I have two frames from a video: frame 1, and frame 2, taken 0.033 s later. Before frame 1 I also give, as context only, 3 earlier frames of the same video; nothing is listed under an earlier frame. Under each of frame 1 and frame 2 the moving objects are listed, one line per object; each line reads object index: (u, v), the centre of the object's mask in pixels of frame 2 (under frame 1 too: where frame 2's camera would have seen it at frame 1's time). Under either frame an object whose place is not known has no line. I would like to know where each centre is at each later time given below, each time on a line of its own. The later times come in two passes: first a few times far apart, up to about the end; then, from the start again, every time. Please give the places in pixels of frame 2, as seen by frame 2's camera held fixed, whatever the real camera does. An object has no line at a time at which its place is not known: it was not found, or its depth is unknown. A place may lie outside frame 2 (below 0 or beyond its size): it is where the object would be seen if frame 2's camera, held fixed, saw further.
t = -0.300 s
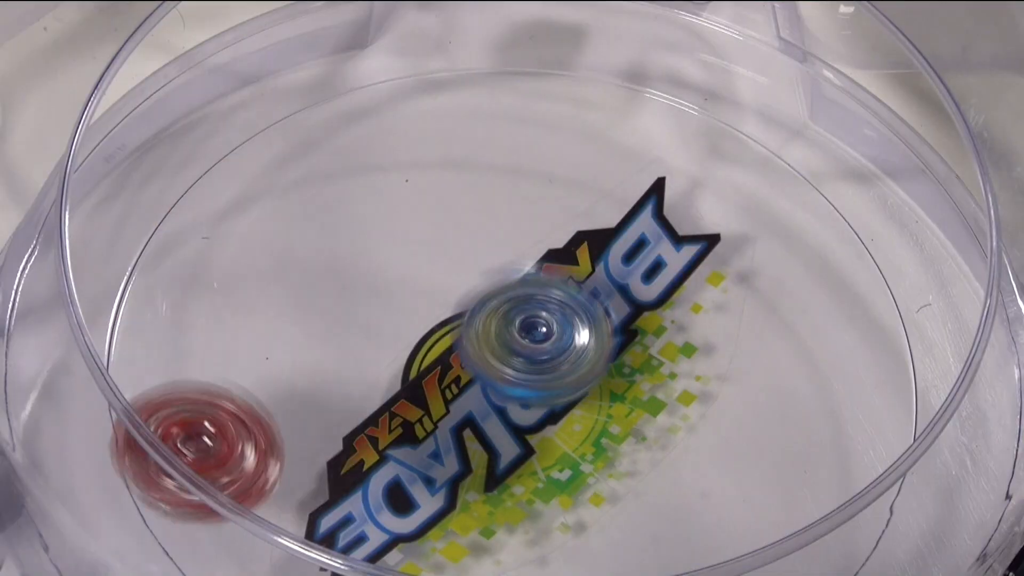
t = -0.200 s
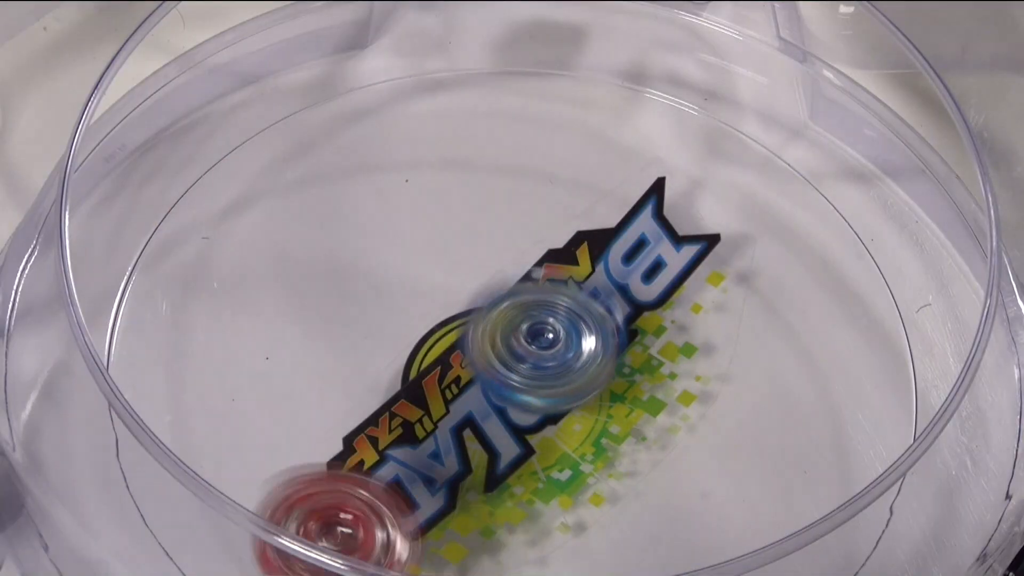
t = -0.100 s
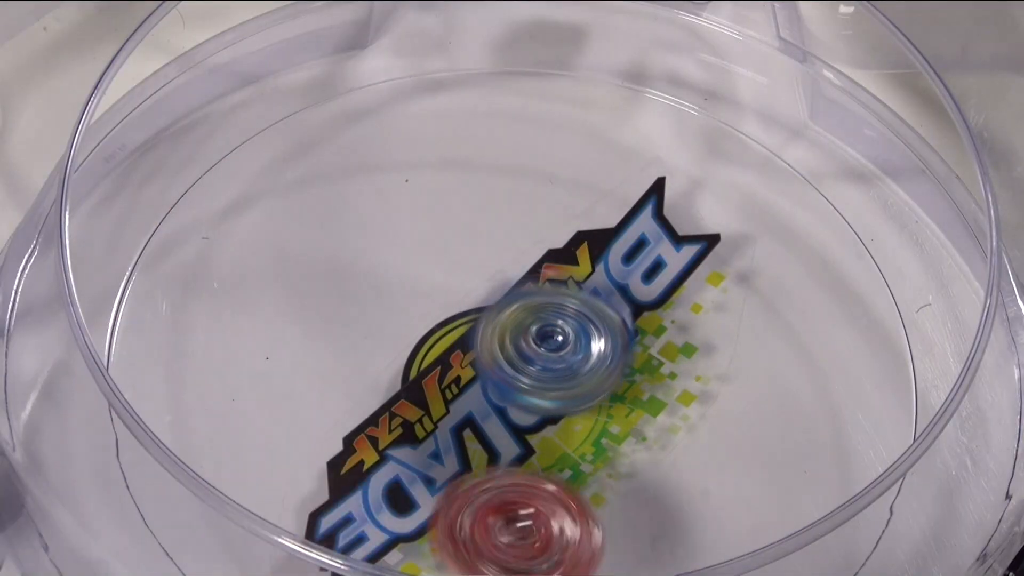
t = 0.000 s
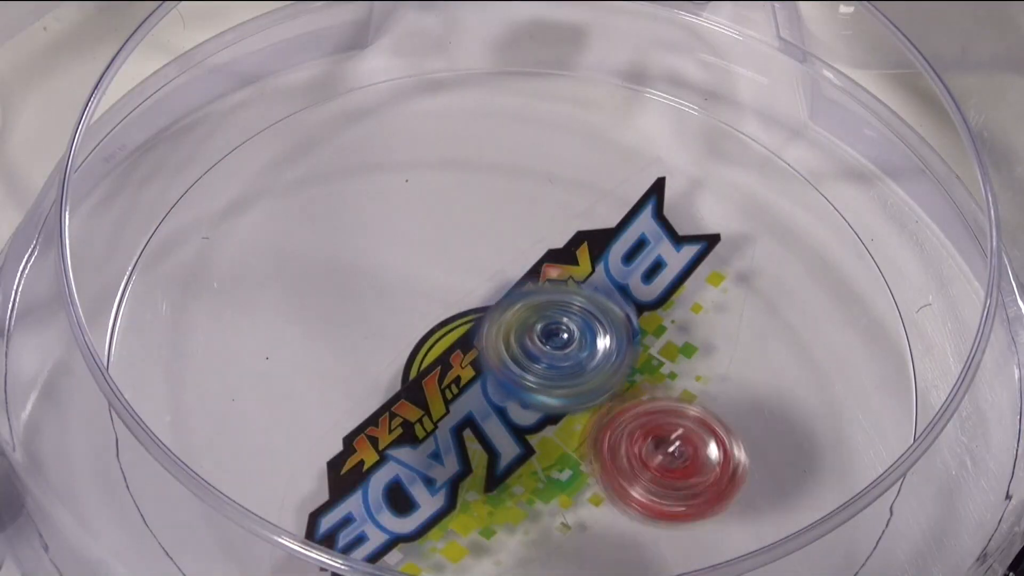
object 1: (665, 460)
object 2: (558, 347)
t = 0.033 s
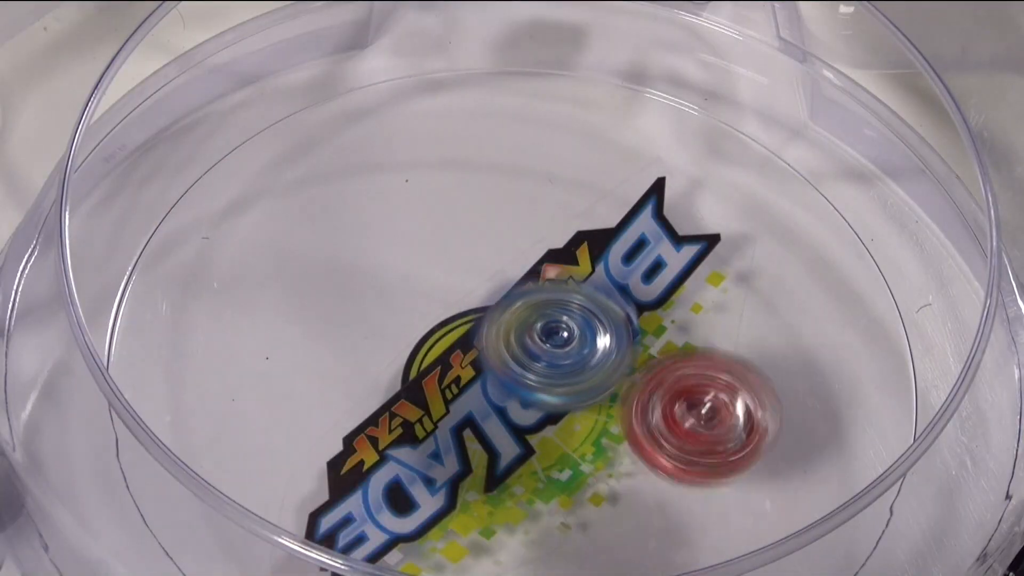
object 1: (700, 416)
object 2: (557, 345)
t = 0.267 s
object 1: (661, 133)
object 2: (541, 349)
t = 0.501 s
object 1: (372, 119)
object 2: (556, 367)
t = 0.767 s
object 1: (364, 445)
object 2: (548, 348)
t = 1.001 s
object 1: (711, 508)
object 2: (536, 364)
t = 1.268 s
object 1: (780, 261)
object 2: (556, 354)
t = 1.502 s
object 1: (461, 201)
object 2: (531, 345)
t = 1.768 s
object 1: (259, 425)
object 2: (548, 364)
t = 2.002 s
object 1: (479, 542)
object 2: (557, 345)
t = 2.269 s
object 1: (713, 365)
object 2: (516, 346)
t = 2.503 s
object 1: (690, 157)
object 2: (402, 323)
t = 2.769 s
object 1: (465, 188)
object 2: (371, 311)
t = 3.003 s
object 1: (598, 236)
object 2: (230, 417)
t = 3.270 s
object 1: (687, 341)
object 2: (319, 432)
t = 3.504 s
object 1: (664, 439)
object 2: (439, 479)
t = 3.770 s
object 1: (651, 484)
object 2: (358, 440)
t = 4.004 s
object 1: (588, 435)
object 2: (389, 366)
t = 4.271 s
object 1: (497, 371)
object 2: (390, 325)
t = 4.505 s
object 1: (557, 382)
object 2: (401, 324)
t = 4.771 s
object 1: (588, 383)
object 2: (401, 324)
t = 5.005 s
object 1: (592, 379)
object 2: (401, 324)
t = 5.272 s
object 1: (553, 339)
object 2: (401, 324)
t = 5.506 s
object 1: (542, 309)
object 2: (401, 324)
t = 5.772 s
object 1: (536, 309)
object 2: (401, 324)
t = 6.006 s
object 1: (521, 332)
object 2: (397, 323)
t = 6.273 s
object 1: (533, 384)
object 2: (398, 322)
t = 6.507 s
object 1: (534, 400)
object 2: (399, 322)
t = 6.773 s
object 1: (549, 393)
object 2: (399, 322)
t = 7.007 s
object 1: (574, 357)
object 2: (399, 322)
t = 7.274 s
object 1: (591, 345)
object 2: (399, 322)
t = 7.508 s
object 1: (590, 335)
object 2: (399, 322)
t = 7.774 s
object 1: (537, 325)
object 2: (399, 322)
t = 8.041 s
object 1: (523, 316)
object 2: (399, 323)
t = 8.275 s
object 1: (520, 320)
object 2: (396, 321)
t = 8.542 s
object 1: (562, 379)
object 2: (397, 321)
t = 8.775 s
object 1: (565, 408)
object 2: (396, 321)
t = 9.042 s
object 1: (535, 381)
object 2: (395, 320)
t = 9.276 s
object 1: (532, 332)
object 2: (396, 321)
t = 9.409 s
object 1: (550, 311)
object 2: (396, 321)
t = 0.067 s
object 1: (721, 378)
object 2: (557, 342)
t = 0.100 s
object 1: (731, 335)
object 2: (552, 342)
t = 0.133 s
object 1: (736, 288)
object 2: (550, 342)
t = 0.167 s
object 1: (728, 245)
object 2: (547, 343)
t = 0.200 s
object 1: (713, 199)
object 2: (545, 344)
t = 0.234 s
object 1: (690, 164)
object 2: (542, 345)
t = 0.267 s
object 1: (661, 133)
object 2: (541, 349)
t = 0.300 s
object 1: (624, 107)
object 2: (540, 355)
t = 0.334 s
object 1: (583, 88)
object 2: (541, 357)
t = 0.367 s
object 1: (541, 77)
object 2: (541, 361)
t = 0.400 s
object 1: (495, 74)
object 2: (546, 364)
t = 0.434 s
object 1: (454, 82)
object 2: (550, 365)
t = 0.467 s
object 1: (408, 98)
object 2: (554, 367)
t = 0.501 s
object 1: (372, 119)
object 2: (556, 367)
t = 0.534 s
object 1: (340, 151)
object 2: (559, 366)
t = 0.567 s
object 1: (317, 186)
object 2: (561, 364)
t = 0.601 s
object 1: (307, 228)
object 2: (561, 360)
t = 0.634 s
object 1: (297, 269)
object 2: (560, 357)
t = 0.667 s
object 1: (301, 312)
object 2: (558, 354)
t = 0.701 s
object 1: (308, 357)
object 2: (554, 349)
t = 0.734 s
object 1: (332, 400)
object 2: (552, 349)
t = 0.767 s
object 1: (364, 445)
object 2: (548, 348)
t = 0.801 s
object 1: (403, 478)
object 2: (542, 348)
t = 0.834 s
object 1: (452, 504)
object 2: (539, 353)
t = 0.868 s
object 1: (501, 517)
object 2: (536, 352)
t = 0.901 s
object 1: (556, 521)
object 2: (534, 356)
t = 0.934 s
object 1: (620, 526)
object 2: (533, 359)
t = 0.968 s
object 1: (666, 523)
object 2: (535, 361)
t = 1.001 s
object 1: (711, 508)
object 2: (536, 364)
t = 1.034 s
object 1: (759, 488)
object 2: (540, 365)
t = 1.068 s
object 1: (792, 465)
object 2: (542, 367)
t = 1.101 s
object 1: (817, 435)
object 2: (547, 367)
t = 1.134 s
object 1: (830, 397)
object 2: (549, 369)
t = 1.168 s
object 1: (834, 359)
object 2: (554, 366)
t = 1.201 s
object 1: (827, 325)
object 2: (555, 363)
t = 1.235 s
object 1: (808, 292)
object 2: (557, 360)
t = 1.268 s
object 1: (780, 261)
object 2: (556, 354)
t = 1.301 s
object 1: (746, 235)
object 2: (554, 350)
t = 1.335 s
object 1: (703, 215)
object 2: (554, 348)
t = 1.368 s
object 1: (658, 201)
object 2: (549, 344)
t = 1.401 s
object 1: (610, 190)
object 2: (544, 343)
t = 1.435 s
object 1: (558, 187)
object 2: (540, 343)
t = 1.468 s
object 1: (508, 191)
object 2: (537, 343)
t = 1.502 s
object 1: (461, 201)
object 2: (531, 345)
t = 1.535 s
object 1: (416, 219)
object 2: (531, 349)
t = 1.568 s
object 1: (375, 241)
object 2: (530, 353)
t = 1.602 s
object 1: (339, 263)
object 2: (531, 356)
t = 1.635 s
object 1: (309, 289)
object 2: (532, 358)
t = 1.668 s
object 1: (283, 320)
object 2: (535, 361)
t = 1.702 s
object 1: (263, 353)
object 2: (538, 364)
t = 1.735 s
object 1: (256, 387)
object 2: (543, 364)
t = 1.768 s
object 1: (259, 425)
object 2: (548, 364)
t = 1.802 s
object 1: (273, 458)
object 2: (550, 364)
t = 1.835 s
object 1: (295, 483)
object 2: (554, 364)
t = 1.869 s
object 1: (324, 504)
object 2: (558, 362)
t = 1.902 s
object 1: (366, 525)
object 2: (559, 358)
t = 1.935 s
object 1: (405, 538)
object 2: (559, 353)
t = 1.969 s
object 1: (442, 544)
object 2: (558, 349)
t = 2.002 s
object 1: (479, 542)
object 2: (557, 345)
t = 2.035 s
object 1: (520, 539)
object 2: (553, 342)
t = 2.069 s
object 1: (558, 529)
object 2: (548, 342)
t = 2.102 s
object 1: (601, 516)
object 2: (545, 340)
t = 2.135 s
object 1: (640, 497)
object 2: (540, 342)
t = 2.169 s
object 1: (668, 468)
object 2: (537, 345)
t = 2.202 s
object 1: (687, 435)
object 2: (535, 347)
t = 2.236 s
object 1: (695, 398)
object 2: (533, 349)
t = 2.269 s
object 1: (713, 365)
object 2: (516, 346)
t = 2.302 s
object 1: (732, 333)
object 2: (486, 338)
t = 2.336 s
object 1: (742, 298)
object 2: (466, 332)
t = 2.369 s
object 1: (746, 264)
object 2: (450, 329)
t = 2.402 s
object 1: (740, 231)
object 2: (437, 328)
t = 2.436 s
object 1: (728, 202)
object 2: (422, 326)
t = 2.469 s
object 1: (710, 177)
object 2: (409, 324)
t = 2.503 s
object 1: (690, 157)
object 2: (402, 323)
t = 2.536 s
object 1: (664, 143)
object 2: (392, 320)
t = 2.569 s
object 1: (636, 135)
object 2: (383, 320)
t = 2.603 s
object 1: (607, 131)
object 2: (375, 314)
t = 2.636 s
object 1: (578, 134)
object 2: (369, 315)
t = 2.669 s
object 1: (549, 140)
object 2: (368, 312)
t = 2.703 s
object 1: (520, 150)
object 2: (366, 310)
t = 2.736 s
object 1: (492, 167)
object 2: (371, 310)
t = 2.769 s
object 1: (465, 188)
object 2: (371, 311)
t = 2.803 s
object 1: (468, 208)
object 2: (350, 327)
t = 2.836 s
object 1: (501, 204)
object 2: (302, 364)
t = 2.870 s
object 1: (527, 208)
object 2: (265, 382)
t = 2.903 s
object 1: (547, 214)
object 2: (244, 406)
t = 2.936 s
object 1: (565, 219)
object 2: (233, 412)
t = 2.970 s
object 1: (581, 226)
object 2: (229, 416)
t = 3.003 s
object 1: (598, 236)
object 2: (230, 417)
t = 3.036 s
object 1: (615, 245)
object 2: (232, 416)
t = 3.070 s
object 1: (629, 252)
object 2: (236, 415)
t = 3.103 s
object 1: (640, 268)
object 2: (248, 417)
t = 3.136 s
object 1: (653, 281)
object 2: (259, 420)
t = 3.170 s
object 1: (665, 296)
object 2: (269, 423)
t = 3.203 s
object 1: (672, 311)
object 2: (284, 426)
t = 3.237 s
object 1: (679, 327)
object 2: (301, 430)
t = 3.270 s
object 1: (687, 341)
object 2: (319, 432)
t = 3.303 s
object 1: (685, 356)
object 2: (344, 438)
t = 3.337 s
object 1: (689, 373)
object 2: (366, 444)
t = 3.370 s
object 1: (691, 387)
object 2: (386, 453)
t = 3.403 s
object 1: (685, 402)
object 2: (405, 456)
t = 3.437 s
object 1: (684, 417)
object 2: (419, 464)
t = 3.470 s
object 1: (679, 427)
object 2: (431, 473)
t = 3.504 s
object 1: (664, 439)
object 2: (439, 479)
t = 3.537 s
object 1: (653, 450)
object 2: (441, 481)
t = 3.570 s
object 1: (641, 458)
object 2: (447, 485)
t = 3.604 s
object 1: (625, 467)
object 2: (454, 489)
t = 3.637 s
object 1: (643, 478)
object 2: (426, 488)
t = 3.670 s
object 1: (652, 486)
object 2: (400, 479)
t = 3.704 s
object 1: (653, 486)
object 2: (379, 462)
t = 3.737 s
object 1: (655, 487)
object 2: (366, 456)
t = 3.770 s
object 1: (651, 484)
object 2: (358, 440)
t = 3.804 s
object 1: (654, 480)
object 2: (358, 428)
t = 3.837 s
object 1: (654, 480)
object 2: (359, 415)
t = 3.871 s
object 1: (645, 473)
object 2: (362, 403)
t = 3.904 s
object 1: (640, 468)
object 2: (369, 393)
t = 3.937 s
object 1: (622, 460)
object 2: (376, 384)
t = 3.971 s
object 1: (606, 445)
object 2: (383, 375)
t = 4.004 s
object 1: (588, 435)
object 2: (389, 366)
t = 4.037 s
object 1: (562, 418)
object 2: (396, 358)
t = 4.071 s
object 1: (542, 404)
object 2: (400, 349)
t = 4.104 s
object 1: (518, 390)
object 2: (396, 341)
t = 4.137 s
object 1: (503, 378)
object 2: (394, 338)
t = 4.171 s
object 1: (501, 372)
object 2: (386, 340)
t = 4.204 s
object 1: (501, 372)
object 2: (383, 337)
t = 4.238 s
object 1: (499, 375)
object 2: (386, 331)
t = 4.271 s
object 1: (497, 371)
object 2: (390, 325)
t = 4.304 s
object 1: (507, 376)
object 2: (393, 319)
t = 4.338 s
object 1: (513, 378)
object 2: (394, 317)
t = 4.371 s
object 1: (518, 378)
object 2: (396, 319)
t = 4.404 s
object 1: (529, 378)
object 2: (399, 323)
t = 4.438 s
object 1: (538, 379)
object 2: (400, 324)
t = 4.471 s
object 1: (549, 382)
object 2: (401, 324)
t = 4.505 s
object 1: (557, 382)
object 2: (401, 324)
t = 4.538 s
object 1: (564, 383)
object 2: (401, 324)
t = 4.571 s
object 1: (574, 382)
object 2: (401, 324)
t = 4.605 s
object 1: (580, 382)
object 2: (401, 324)
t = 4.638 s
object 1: (585, 384)
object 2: (401, 324)
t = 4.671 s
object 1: (586, 386)
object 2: (401, 324)
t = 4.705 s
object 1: (586, 385)
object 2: (401, 324)
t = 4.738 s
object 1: (588, 384)
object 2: (401, 324)
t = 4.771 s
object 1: (588, 383)
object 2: (401, 324)
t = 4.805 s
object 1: (587, 383)
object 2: (401, 324)
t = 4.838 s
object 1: (590, 382)
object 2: (401, 324)
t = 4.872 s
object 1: (589, 381)
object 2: (401, 324)
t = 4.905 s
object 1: (591, 379)
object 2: (401, 324)
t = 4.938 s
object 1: (592, 378)
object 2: (401, 324)
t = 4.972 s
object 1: (593, 378)
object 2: (401, 324)
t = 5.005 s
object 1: (592, 379)
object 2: (401, 324)
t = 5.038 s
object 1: (586, 376)
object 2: (401, 324)
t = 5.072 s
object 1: (583, 370)
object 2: (401, 324)
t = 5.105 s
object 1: (581, 365)
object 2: (401, 324)
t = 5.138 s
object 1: (578, 360)
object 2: (401, 324)
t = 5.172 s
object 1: (572, 355)
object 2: (401, 324)
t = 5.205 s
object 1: (566, 351)
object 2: (401, 324)
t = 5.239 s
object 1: (559, 346)
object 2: (401, 324)
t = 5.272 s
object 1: (553, 339)
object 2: (401, 324)
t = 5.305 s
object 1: (551, 333)
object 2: (401, 324)
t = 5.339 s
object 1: (550, 327)
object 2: (401, 324)
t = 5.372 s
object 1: (547, 324)
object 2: (401, 324)
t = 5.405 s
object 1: (544, 320)
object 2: (401, 324)
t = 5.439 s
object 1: (542, 317)
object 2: (401, 324)
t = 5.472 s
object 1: (541, 312)
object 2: (401, 324)
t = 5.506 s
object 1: (542, 309)
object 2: (401, 324)
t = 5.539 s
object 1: (545, 309)
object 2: (401, 324)
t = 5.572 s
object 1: (547, 308)
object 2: (401, 324)
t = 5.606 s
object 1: (546, 310)
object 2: (401, 324)
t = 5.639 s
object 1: (543, 309)
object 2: (401, 324)
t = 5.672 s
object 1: (540, 309)
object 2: (401, 324)
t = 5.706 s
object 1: (540, 309)
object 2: (401, 324)
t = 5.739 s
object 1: (537, 308)
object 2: (401, 324)
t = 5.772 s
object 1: (536, 309)
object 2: (401, 324)
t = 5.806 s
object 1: (537, 308)
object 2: (401, 324)
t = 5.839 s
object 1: (538, 310)
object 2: (401, 324)
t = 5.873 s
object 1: (538, 312)
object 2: (402, 324)
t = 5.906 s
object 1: (534, 316)
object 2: (401, 324)
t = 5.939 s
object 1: (531, 322)
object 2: (400, 324)
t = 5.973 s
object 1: (524, 327)
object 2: (399, 323)
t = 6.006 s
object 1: (521, 332)
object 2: (397, 323)
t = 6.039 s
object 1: (517, 335)
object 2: (397, 322)
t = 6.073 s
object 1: (514, 340)
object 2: (396, 322)
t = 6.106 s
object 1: (512, 346)
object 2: (394, 320)
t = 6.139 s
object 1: (516, 355)
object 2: (394, 318)
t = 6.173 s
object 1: (520, 363)
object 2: (396, 319)
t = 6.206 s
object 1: (525, 370)
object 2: (397, 321)
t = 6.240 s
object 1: (527, 375)
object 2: (398, 322)
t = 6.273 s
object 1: (533, 384)
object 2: (398, 322)
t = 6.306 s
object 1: (535, 389)
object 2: (398, 322)
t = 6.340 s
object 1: (537, 393)
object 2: (399, 322)
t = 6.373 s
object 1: (538, 396)
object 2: (399, 322)
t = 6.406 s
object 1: (535, 399)
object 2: (399, 322)
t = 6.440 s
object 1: (536, 401)
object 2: (399, 322)
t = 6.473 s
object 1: (535, 402)
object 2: (399, 322)
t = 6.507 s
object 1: (534, 400)
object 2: (399, 322)
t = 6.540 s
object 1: (536, 398)
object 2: (398, 322)
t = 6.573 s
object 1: (540, 399)
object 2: (399, 322)
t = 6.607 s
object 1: (540, 400)
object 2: (399, 322)
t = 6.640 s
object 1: (541, 400)
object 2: (399, 322)
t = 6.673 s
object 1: (541, 400)
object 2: (399, 322)
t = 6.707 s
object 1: (543, 399)
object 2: (399, 322)
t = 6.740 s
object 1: (544, 396)
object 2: (399, 322)
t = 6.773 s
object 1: (549, 393)
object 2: (399, 322)
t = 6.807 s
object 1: (551, 388)
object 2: (399, 322)
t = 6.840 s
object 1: (557, 385)
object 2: (399, 322)
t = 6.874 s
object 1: (560, 377)
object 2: (399, 322)
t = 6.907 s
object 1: (563, 373)
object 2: (399, 322)
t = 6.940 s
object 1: (566, 367)
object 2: (399, 322)
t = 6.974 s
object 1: (569, 363)
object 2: (399, 322)
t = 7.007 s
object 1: (574, 357)
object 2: (399, 322)
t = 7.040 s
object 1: (578, 354)
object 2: (399, 322)
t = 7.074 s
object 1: (581, 349)
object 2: (399, 322)
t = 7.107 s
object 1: (584, 348)
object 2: (399, 322)
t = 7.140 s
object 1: (586, 347)
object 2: (399, 322)
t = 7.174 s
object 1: (589, 343)
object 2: (399, 322)
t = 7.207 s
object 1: (593, 346)
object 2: (399, 322)
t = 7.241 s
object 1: (592, 348)
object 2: (399, 322)
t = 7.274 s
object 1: (591, 345)
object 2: (399, 322)
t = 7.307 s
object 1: (591, 342)
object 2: (399, 322)
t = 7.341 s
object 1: (596, 341)
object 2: (399, 322)
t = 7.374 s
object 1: (596, 341)
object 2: (399, 322)
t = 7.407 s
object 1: (597, 342)
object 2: (399, 322)
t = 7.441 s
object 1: (592, 340)
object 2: (399, 322)
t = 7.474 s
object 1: (591, 336)
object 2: (399, 322)
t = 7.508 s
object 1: (590, 335)
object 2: (399, 322)
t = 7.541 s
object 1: (582, 335)
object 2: (399, 322)
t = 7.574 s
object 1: (574, 333)
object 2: (399, 322)
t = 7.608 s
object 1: (569, 331)
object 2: (399, 322)
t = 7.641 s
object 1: (562, 329)
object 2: (399, 322)
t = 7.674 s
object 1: (556, 327)
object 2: (399, 322)
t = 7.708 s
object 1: (548, 326)
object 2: (399, 322)
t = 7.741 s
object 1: (543, 325)
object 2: (399, 322)
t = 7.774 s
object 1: (537, 325)
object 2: (399, 322)
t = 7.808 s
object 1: (534, 322)
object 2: (399, 322)
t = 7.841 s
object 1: (530, 321)
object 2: (399, 323)
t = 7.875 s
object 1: (526, 318)
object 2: (398, 322)
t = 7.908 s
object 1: (525, 315)
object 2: (398, 322)
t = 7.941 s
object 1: (522, 313)
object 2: (398, 322)
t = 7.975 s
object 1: (522, 312)
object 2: (399, 322)
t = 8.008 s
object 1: (523, 313)
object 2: (399, 323)
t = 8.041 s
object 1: (523, 316)
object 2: (399, 323)
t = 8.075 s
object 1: (521, 318)
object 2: (398, 322)
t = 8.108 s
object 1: (517, 318)
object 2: (397, 322)
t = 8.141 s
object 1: (517, 319)
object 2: (396, 321)
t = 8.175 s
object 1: (515, 318)
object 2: (395, 321)
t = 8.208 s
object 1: (517, 319)
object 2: (395, 321)
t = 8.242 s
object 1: (516, 318)
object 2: (395, 321)
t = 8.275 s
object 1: (520, 320)
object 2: (396, 321)
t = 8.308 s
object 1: (515, 323)
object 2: (396, 321)
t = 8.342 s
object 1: (521, 334)
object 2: (394, 319)
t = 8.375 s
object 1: (525, 340)
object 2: (394, 320)
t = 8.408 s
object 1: (536, 347)
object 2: (397, 321)
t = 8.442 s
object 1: (544, 358)
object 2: (396, 321)
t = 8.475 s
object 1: (551, 363)
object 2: (396, 321)
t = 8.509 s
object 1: (560, 371)
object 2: (396, 321)
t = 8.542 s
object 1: (562, 379)
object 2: (397, 321)
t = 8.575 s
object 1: (569, 387)
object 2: (396, 321)
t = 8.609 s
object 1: (569, 394)
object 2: (396, 321)
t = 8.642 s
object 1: (573, 399)
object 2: (396, 321)
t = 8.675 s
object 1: (576, 402)
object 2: (396, 321)
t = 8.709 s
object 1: (569, 404)
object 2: (396, 321)
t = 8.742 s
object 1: (569, 406)
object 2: (396, 321)
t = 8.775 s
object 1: (565, 408)
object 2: (396, 321)
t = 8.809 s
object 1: (563, 407)
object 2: (396, 321)
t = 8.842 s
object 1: (562, 408)
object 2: (396, 321)
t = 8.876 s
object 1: (557, 405)
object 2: (396, 321)
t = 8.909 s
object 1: (554, 401)
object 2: (396, 321)
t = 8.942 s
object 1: (545, 399)
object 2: (396, 321)
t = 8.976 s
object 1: (542, 395)
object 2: (396, 321)
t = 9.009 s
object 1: (541, 390)
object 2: (396, 321)
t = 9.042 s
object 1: (535, 381)
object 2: (395, 320)
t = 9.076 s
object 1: (533, 374)
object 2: (396, 321)
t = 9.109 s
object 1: (528, 368)
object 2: (395, 320)
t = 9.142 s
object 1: (529, 362)
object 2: (395, 320)
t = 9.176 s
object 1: (532, 357)
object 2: (395, 320)
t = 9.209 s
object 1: (530, 346)
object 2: (395, 320)
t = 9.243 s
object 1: (534, 340)
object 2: (396, 321)
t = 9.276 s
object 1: (532, 332)
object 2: (396, 321)
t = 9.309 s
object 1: (539, 328)
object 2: (396, 321)
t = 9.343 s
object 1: (545, 323)
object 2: (396, 321)
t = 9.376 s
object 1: (544, 315)
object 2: (396, 321)
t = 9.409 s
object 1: (550, 311)
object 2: (396, 321)
